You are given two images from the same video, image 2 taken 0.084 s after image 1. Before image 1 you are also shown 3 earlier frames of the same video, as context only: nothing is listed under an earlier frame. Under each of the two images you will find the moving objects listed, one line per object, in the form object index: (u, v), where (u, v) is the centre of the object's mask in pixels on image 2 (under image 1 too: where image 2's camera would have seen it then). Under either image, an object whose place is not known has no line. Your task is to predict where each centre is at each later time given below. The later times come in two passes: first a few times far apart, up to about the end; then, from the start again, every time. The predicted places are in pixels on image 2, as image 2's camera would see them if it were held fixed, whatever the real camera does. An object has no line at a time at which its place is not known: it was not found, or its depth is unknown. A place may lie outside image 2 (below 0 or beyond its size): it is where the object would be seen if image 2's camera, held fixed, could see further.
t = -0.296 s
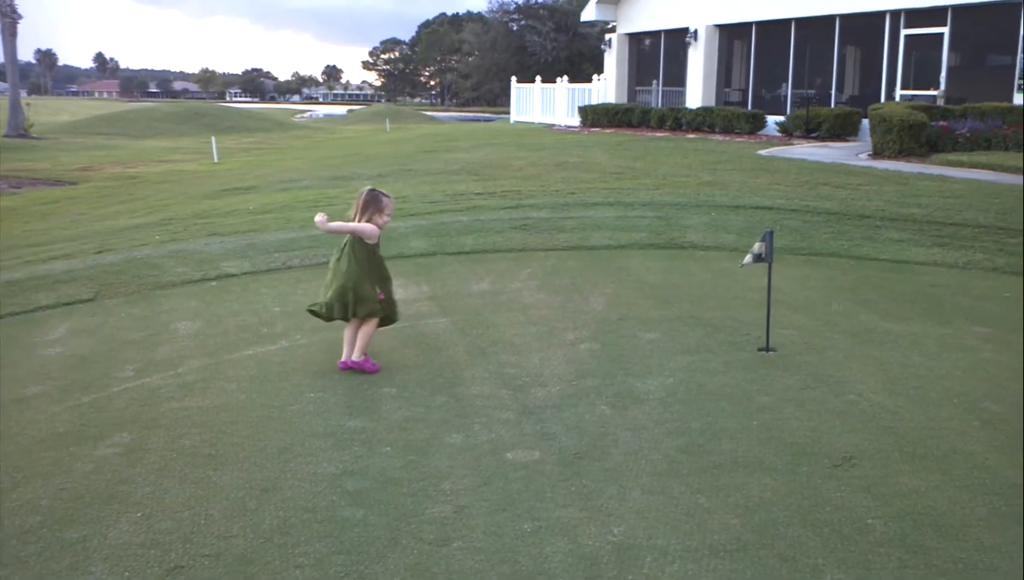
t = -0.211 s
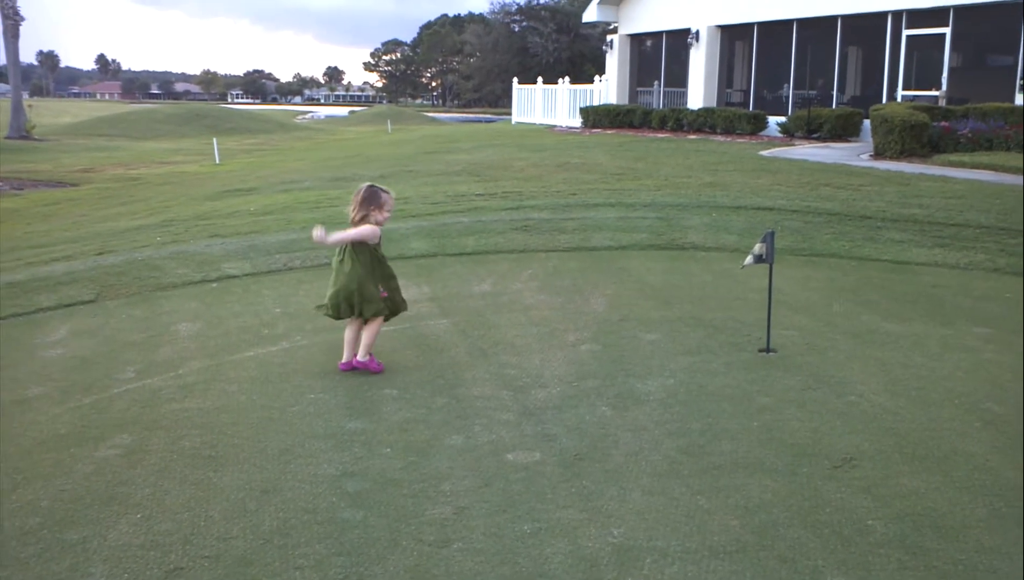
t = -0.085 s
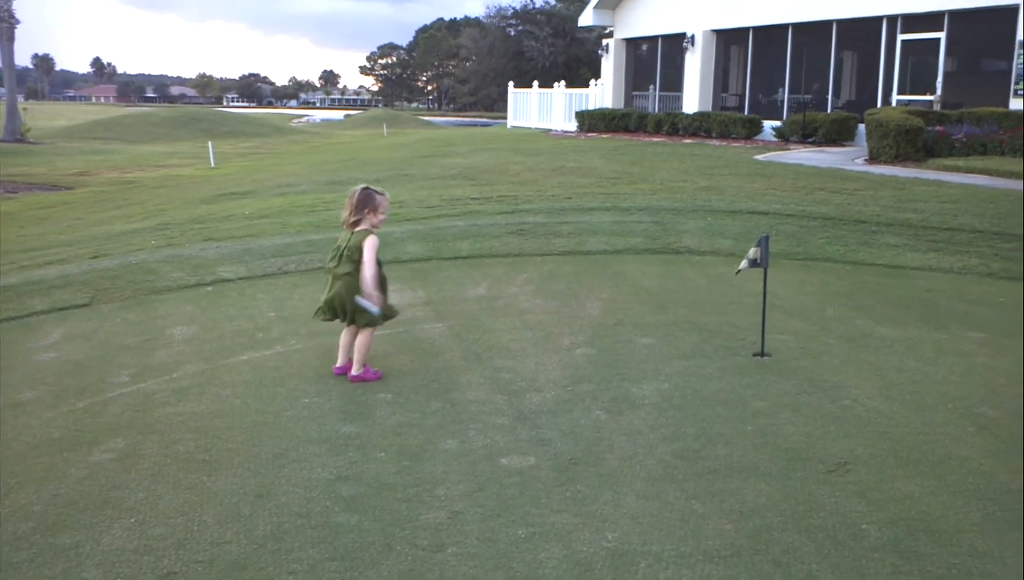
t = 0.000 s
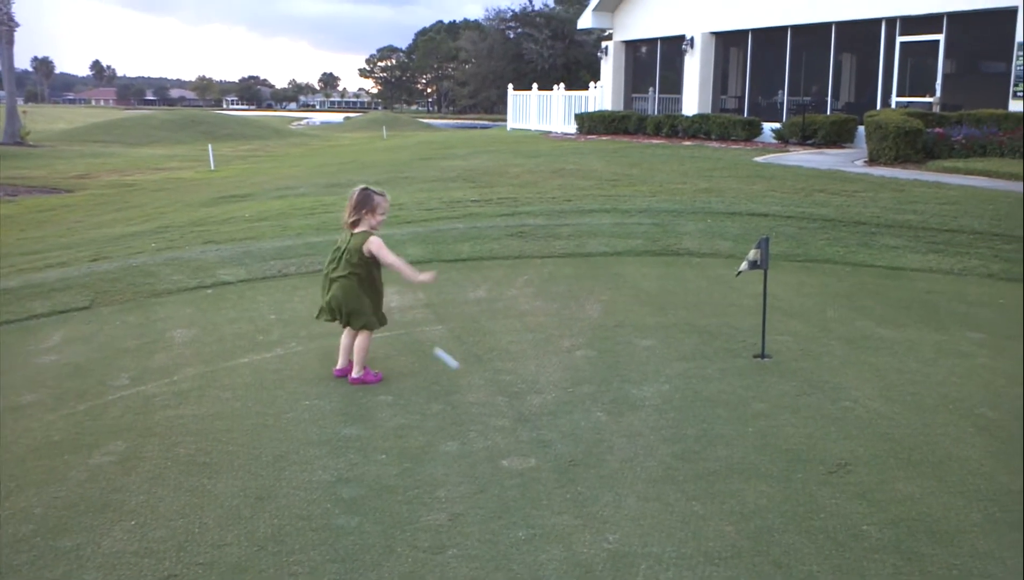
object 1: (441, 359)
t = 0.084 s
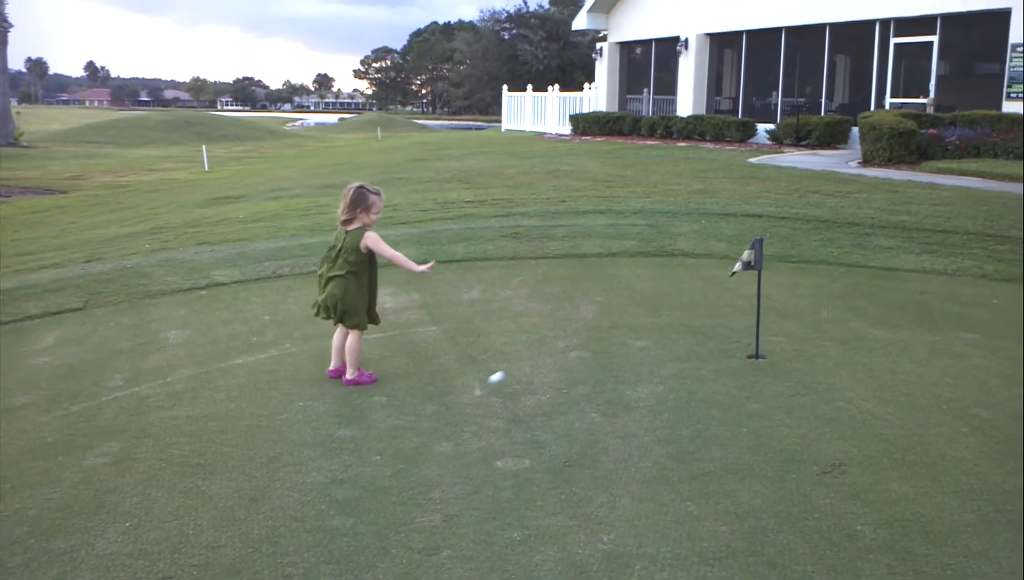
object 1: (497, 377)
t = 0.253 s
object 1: (567, 364)
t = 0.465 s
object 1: (654, 382)
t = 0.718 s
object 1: (745, 386)
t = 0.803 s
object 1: (773, 385)
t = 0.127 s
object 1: (514, 369)
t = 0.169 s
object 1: (531, 363)
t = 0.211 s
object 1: (549, 362)
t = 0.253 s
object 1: (567, 364)
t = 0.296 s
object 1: (584, 370)
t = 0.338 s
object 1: (602, 380)
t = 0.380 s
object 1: (619, 389)
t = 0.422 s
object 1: (637, 384)
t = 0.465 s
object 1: (654, 382)
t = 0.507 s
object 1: (671, 384)
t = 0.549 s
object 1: (688, 388)
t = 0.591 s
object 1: (702, 385)
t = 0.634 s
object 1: (717, 384)
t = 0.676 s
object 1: (732, 387)
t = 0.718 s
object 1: (745, 386)
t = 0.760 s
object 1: (758, 386)
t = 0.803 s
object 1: (773, 385)
